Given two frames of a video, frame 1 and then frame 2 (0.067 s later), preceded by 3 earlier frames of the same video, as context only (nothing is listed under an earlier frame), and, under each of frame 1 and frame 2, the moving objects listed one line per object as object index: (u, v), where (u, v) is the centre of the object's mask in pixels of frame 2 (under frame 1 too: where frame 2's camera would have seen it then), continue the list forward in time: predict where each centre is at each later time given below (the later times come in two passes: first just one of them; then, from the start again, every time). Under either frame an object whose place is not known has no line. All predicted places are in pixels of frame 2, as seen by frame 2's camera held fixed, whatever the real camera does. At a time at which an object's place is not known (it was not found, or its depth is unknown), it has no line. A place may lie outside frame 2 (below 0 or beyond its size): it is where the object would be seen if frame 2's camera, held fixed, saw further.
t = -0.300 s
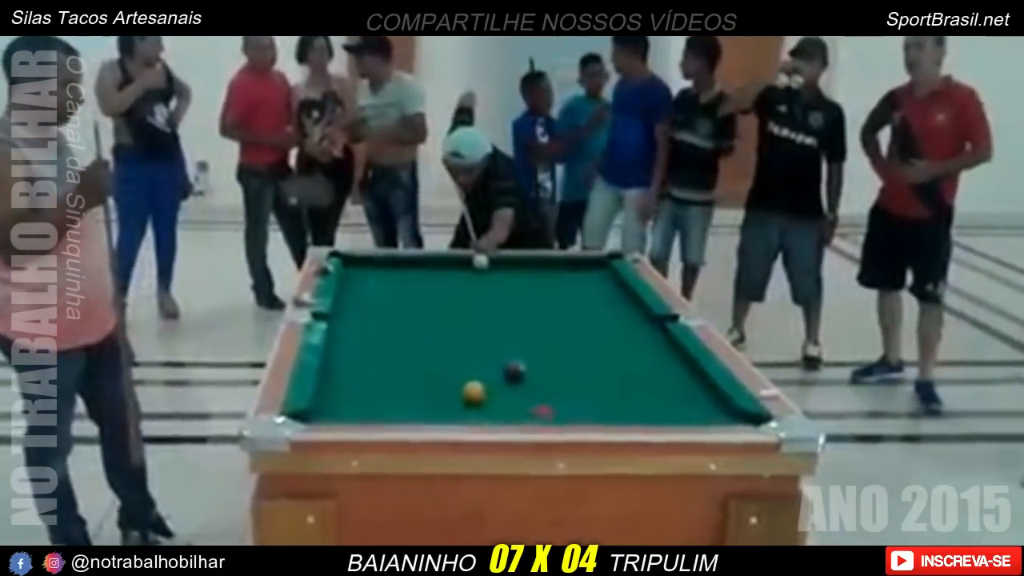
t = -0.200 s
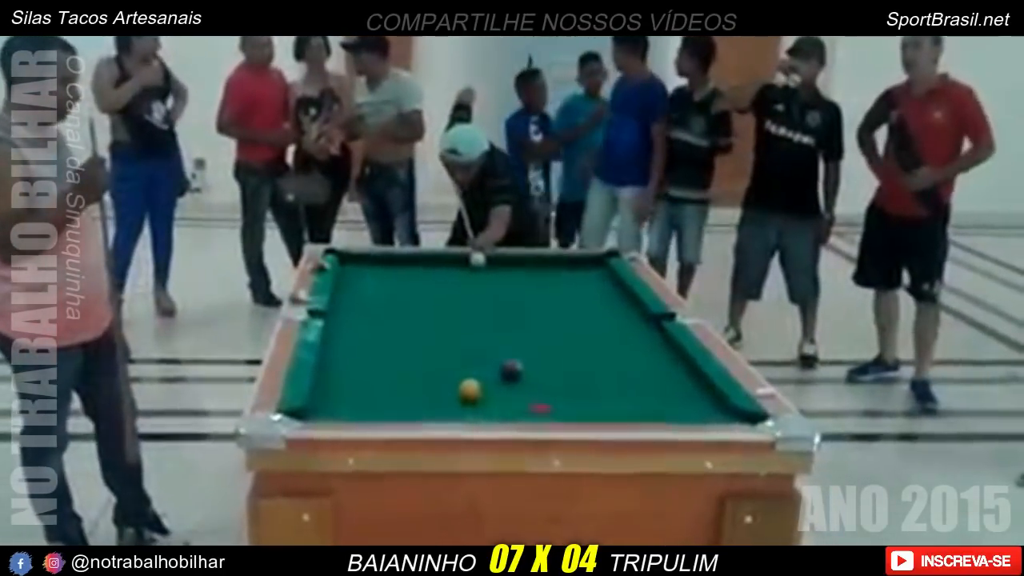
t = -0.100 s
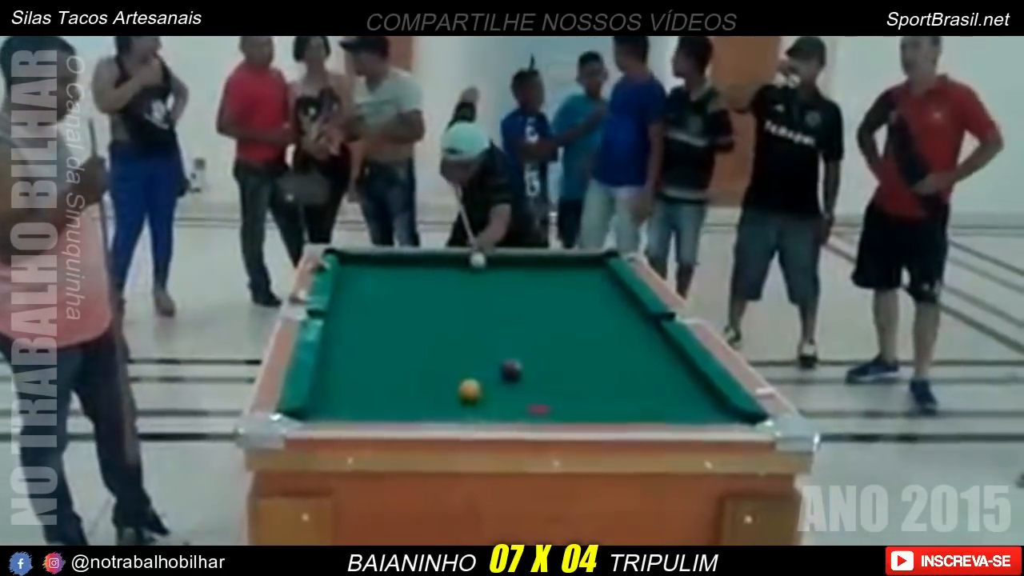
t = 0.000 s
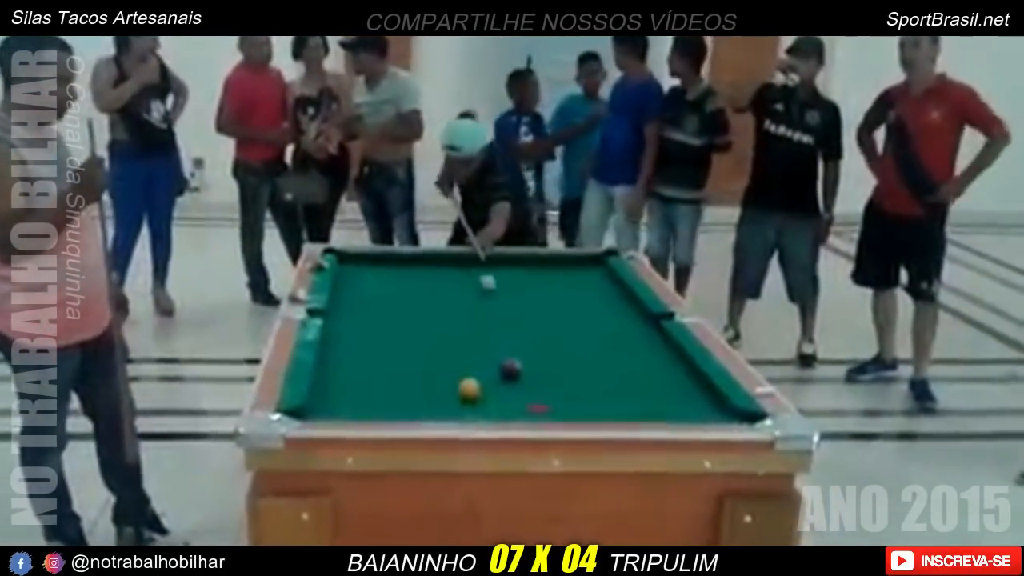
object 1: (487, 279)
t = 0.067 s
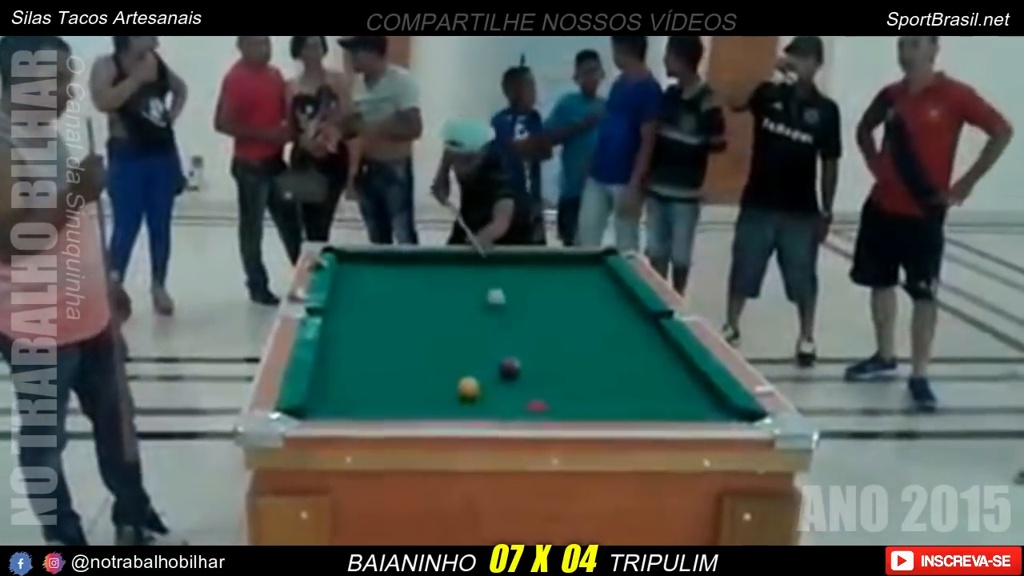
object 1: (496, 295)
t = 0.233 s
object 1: (522, 347)
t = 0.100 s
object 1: (501, 306)
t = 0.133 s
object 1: (506, 315)
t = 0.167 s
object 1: (511, 326)
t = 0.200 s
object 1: (516, 336)
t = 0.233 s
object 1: (522, 347)
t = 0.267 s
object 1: (531, 358)
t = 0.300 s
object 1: (554, 369)
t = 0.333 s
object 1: (578, 378)
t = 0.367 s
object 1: (600, 389)
